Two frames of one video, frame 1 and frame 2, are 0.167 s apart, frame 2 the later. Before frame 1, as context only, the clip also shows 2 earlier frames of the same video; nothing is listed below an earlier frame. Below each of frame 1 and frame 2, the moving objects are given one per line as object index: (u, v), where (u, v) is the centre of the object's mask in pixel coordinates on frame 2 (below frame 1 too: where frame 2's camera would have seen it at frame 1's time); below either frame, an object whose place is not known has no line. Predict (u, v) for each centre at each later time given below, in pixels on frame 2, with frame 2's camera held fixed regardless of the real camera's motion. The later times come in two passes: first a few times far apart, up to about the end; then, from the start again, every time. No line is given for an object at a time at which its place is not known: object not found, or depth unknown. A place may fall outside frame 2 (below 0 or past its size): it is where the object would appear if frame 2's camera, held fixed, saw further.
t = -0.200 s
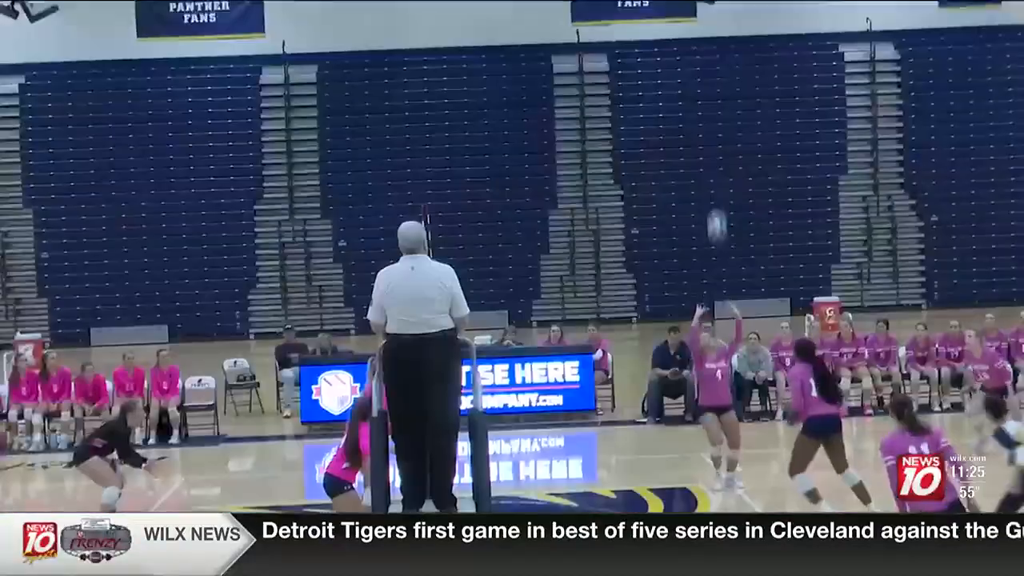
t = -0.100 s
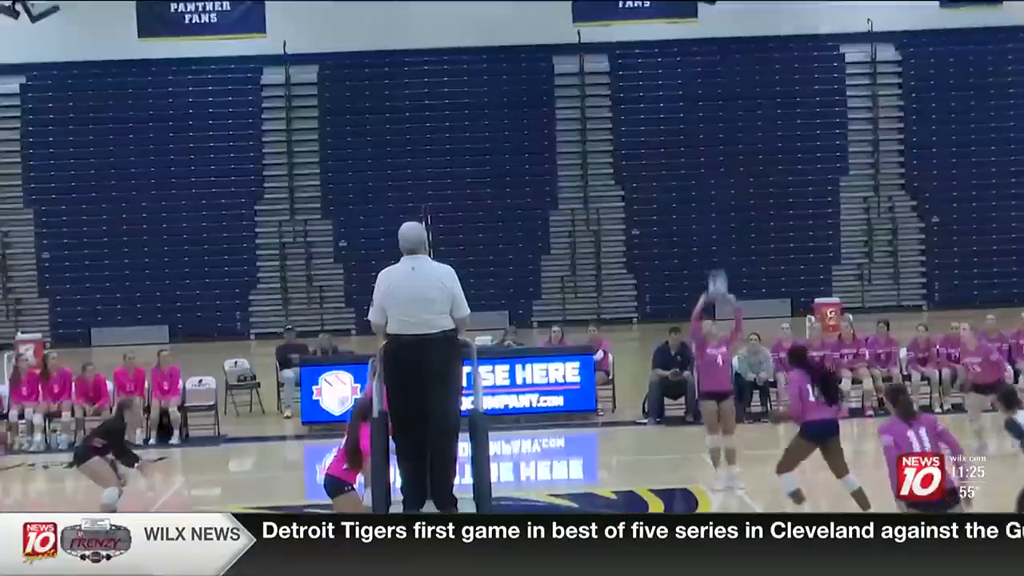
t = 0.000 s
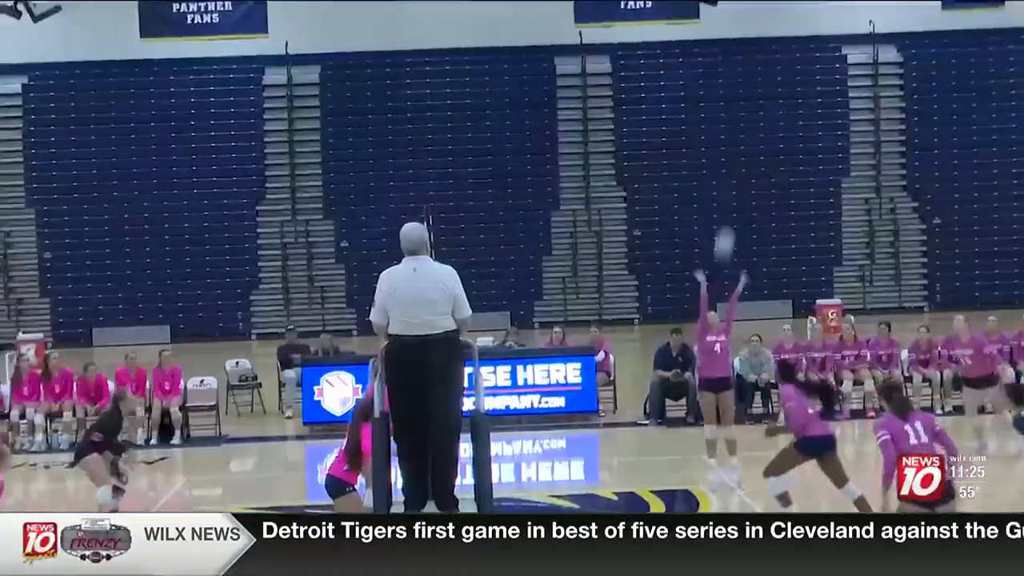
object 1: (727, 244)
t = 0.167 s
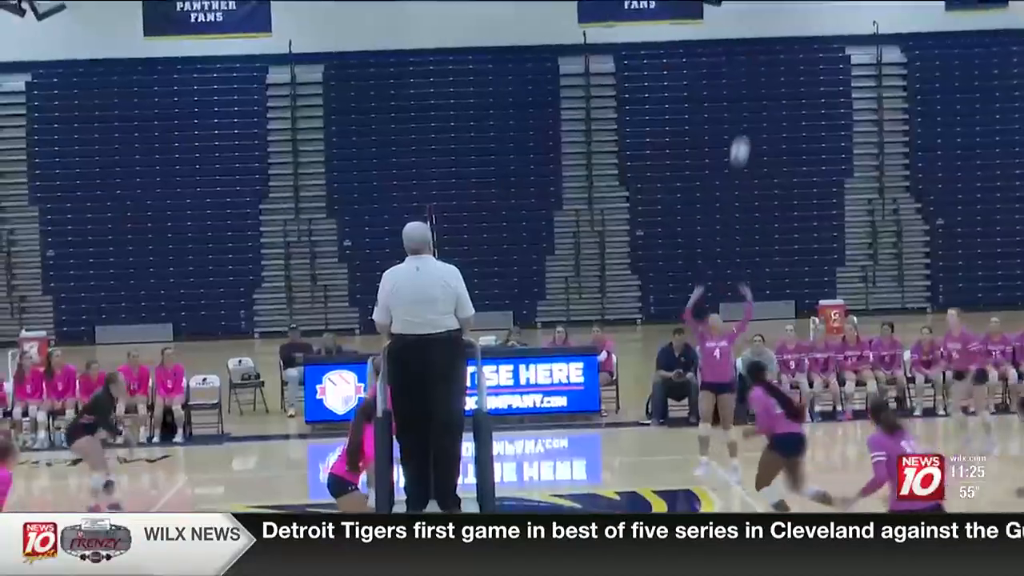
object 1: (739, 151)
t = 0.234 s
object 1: (745, 123)
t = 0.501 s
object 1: (765, 51)
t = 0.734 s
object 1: (783, 42)
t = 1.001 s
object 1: (804, 91)
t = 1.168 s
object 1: (817, 152)
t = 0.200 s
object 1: (742, 136)
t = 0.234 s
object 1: (745, 123)
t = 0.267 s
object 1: (747, 109)
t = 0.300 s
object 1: (750, 98)
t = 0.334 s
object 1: (752, 87)
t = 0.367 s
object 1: (755, 78)
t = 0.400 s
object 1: (757, 69)
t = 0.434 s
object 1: (760, 63)
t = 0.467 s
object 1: (762, 56)
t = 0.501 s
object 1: (765, 51)
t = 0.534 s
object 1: (767, 47)
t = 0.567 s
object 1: (770, 43)
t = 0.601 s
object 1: (772, 41)
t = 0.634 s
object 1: (775, 40)
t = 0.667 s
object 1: (777, 40)
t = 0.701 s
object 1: (781, 41)
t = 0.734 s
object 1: (783, 42)
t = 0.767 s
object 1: (786, 45)
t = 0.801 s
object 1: (788, 49)
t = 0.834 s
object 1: (791, 53)
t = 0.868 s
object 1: (794, 59)
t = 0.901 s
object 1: (796, 65)
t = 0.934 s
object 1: (799, 73)
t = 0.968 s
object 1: (802, 81)
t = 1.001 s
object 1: (804, 91)
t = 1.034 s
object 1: (807, 101)
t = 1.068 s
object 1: (809, 113)
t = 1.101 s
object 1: (812, 125)
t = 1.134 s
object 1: (815, 138)
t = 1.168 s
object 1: (817, 152)
